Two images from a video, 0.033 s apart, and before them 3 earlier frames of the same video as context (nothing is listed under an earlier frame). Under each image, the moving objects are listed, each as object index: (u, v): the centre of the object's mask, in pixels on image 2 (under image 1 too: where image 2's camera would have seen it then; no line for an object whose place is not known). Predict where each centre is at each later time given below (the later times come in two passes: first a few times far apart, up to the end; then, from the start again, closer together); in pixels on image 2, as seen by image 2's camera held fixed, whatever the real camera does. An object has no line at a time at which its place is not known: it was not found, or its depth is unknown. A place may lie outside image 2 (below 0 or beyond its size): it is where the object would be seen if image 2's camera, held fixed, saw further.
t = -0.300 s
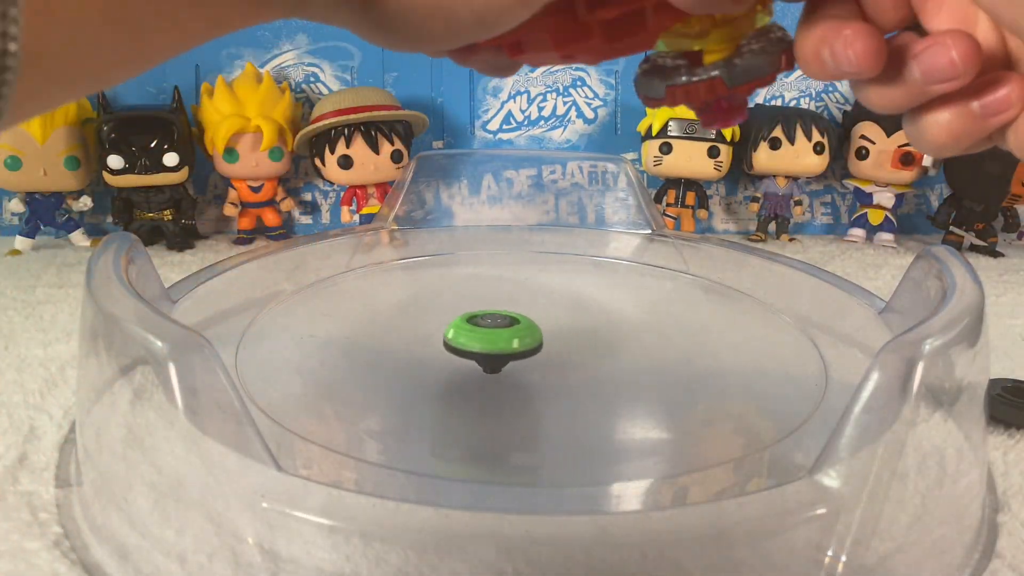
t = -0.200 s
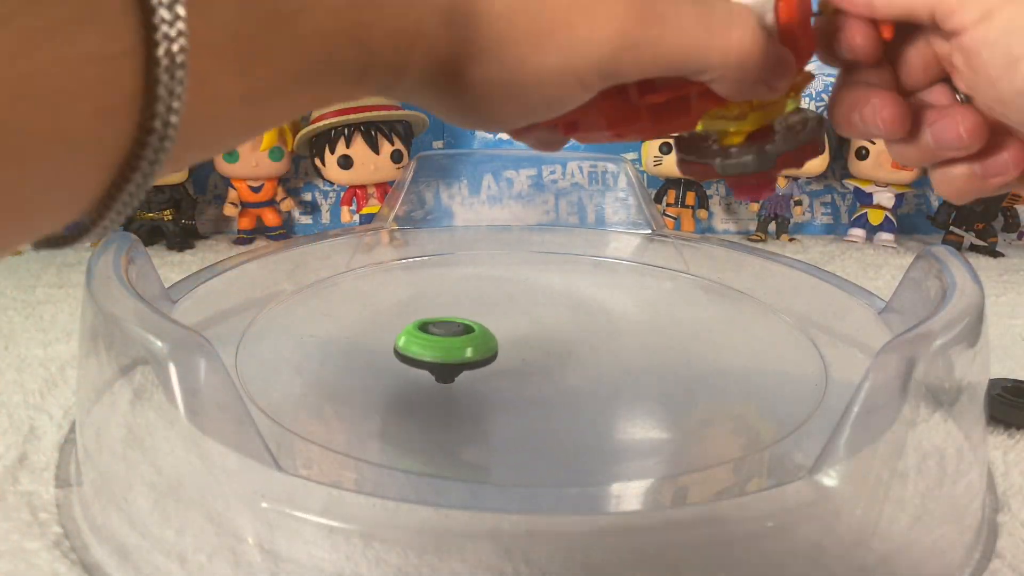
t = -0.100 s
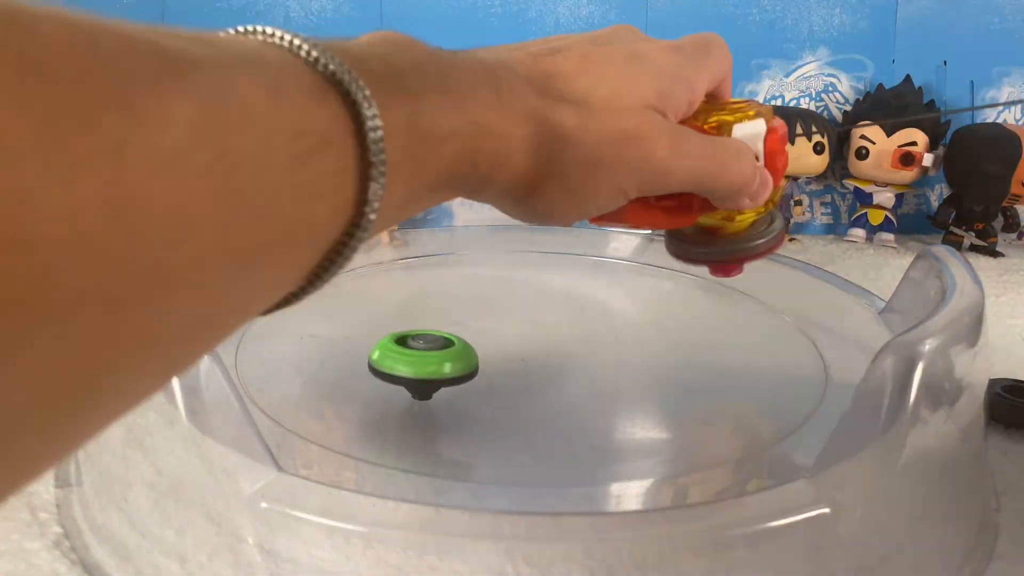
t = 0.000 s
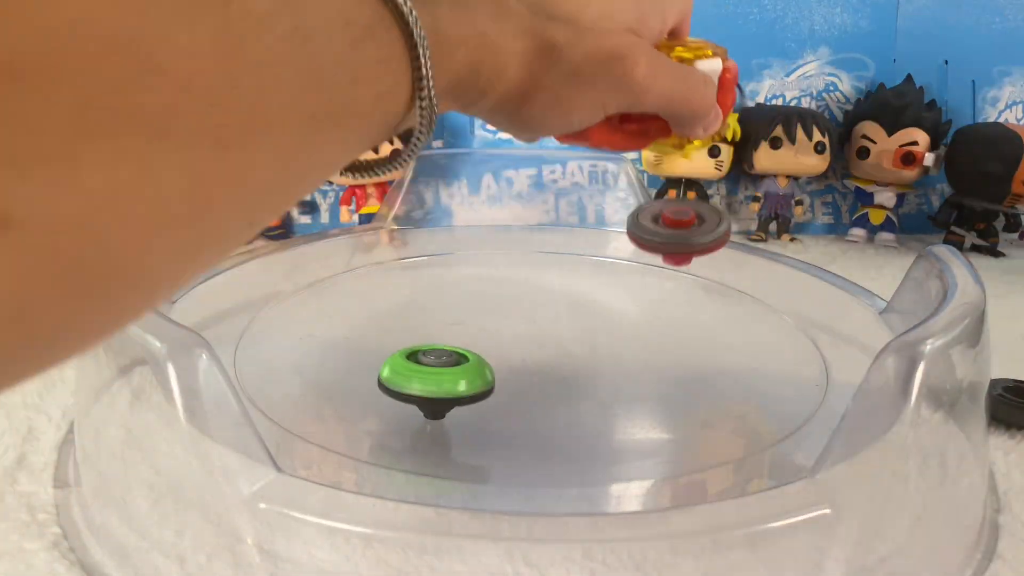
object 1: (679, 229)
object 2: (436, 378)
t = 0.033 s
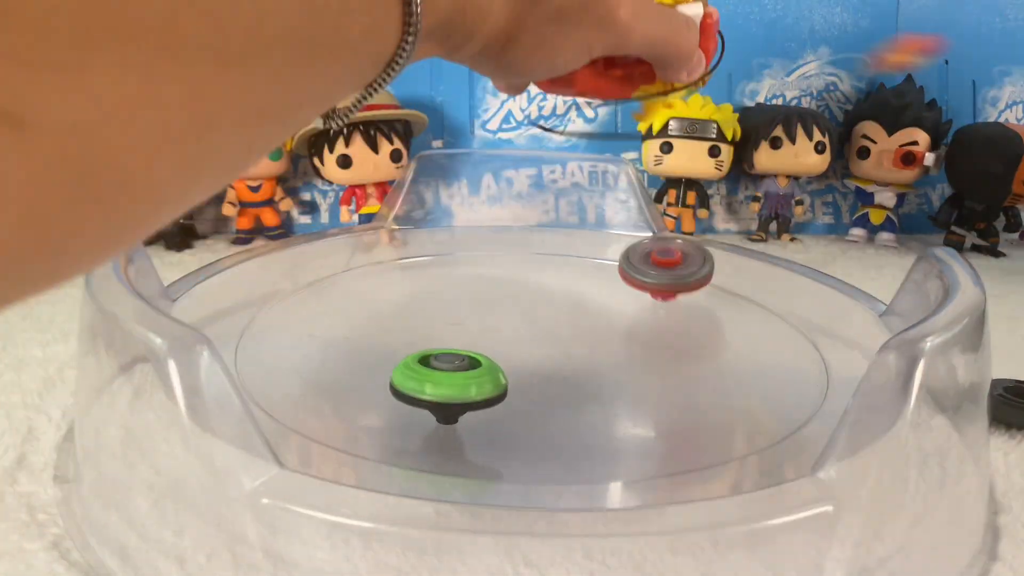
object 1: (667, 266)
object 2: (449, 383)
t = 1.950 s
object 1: (427, 352)
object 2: (586, 326)
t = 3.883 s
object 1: (627, 299)
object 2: (432, 365)
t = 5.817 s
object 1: (576, 362)
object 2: (533, 320)
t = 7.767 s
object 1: (459, 337)
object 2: (587, 352)
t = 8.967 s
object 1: (451, 322)
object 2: (565, 366)
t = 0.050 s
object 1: (658, 251)
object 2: (457, 379)
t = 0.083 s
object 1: (640, 234)
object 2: (476, 386)
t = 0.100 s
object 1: (632, 233)
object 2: (485, 386)
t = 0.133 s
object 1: (610, 234)
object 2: (504, 388)
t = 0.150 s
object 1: (598, 233)
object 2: (513, 388)
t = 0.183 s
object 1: (574, 233)
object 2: (529, 386)
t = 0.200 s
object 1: (564, 234)
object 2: (537, 384)
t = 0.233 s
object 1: (543, 237)
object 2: (552, 380)
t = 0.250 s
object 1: (535, 239)
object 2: (558, 378)
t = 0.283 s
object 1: (518, 245)
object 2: (566, 372)
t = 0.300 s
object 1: (510, 248)
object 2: (569, 369)
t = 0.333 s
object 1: (496, 257)
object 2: (572, 362)
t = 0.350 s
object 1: (490, 262)
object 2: (573, 358)
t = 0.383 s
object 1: (479, 273)
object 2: (570, 350)
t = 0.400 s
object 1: (474, 279)
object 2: (567, 346)
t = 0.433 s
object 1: (468, 291)
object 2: (559, 339)
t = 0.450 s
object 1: (465, 298)
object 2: (554, 335)
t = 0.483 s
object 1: (449, 305)
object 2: (559, 332)
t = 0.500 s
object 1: (438, 307)
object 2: (568, 334)
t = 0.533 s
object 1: (420, 311)
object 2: (580, 334)
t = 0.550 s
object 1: (413, 314)
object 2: (585, 335)
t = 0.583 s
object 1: (402, 321)
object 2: (590, 334)
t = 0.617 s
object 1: (397, 328)
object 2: (593, 333)
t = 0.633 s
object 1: (398, 332)
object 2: (591, 331)
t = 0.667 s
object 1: (401, 342)
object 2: (586, 329)
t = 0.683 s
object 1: (406, 346)
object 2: (582, 327)
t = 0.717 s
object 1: (418, 356)
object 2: (573, 323)
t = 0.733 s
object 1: (426, 361)
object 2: (567, 321)
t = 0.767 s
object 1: (446, 369)
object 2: (555, 316)
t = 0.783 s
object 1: (457, 374)
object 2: (548, 313)
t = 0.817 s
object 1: (482, 379)
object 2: (534, 309)
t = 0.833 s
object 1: (495, 383)
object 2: (527, 307)
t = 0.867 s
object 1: (523, 386)
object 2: (511, 304)
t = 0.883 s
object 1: (537, 386)
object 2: (502, 303)
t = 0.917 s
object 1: (565, 388)
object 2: (486, 303)
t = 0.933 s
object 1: (580, 387)
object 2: (477, 304)
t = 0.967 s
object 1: (607, 385)
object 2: (462, 306)
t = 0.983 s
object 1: (620, 383)
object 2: (455, 307)
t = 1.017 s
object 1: (645, 379)
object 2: (443, 312)
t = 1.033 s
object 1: (655, 377)
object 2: (437, 315)
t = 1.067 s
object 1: (673, 371)
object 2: (430, 322)
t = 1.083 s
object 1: (681, 368)
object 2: (428, 325)
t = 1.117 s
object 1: (693, 361)
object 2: (427, 334)
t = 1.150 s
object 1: (702, 353)
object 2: (431, 342)
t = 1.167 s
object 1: (705, 350)
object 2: (435, 347)
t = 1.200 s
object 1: (708, 342)
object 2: (447, 355)
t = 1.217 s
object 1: (709, 339)
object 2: (455, 359)
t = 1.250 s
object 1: (706, 332)
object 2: (475, 366)
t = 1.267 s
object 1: (704, 329)
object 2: (487, 369)
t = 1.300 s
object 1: (696, 323)
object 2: (513, 373)
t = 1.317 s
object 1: (690, 321)
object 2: (526, 374)
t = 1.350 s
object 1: (678, 316)
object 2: (554, 374)
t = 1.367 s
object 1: (670, 315)
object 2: (568, 373)
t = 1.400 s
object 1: (654, 312)
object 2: (593, 368)
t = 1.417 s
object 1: (646, 310)
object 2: (604, 365)
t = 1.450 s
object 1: (628, 305)
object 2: (623, 357)
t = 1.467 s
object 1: (619, 302)
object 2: (629, 358)
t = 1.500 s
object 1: (602, 295)
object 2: (639, 362)
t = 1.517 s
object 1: (593, 290)
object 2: (643, 363)
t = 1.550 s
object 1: (574, 283)
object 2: (649, 363)
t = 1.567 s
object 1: (565, 281)
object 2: (651, 362)
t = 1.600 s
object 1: (545, 279)
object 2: (654, 359)
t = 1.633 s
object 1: (526, 279)
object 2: (657, 354)
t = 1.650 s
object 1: (516, 281)
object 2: (658, 351)
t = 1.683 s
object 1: (498, 284)
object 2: (657, 345)
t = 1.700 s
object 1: (490, 286)
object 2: (656, 343)
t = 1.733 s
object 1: (473, 293)
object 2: (650, 339)
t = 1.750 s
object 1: (465, 297)
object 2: (647, 337)
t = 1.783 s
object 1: (452, 304)
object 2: (639, 334)
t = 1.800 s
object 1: (446, 309)
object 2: (634, 332)
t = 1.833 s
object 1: (436, 319)
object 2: (625, 330)
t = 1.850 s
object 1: (433, 323)
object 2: (619, 329)
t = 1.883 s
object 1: (428, 334)
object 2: (609, 328)
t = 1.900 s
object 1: (426, 338)
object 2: (603, 327)
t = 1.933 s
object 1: (426, 348)
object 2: (592, 326)
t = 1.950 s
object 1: (427, 352)
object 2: (586, 326)
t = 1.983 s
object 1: (433, 362)
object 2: (575, 326)
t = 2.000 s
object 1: (438, 366)
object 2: (570, 327)
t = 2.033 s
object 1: (449, 373)
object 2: (559, 328)
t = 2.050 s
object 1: (457, 377)
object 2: (554, 328)
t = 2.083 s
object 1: (473, 383)
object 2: (545, 330)
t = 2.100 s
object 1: (482, 386)
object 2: (541, 330)
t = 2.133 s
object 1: (503, 390)
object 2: (532, 330)
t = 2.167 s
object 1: (524, 393)
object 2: (522, 332)
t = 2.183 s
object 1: (534, 393)
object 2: (517, 333)
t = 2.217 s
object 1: (555, 394)
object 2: (509, 337)
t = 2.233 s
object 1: (566, 393)
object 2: (505, 340)
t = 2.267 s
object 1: (585, 390)
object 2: (500, 346)
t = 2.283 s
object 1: (593, 389)
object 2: (498, 348)
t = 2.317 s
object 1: (608, 385)
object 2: (495, 353)
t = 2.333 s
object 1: (615, 383)
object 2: (495, 355)
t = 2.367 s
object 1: (627, 377)
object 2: (496, 360)
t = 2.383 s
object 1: (632, 374)
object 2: (497, 362)
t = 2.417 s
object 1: (638, 368)
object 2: (502, 367)
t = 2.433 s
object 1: (640, 365)
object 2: (506, 369)
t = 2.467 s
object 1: (641, 359)
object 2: (514, 372)
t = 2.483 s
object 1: (640, 356)
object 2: (519, 374)
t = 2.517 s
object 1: (636, 350)
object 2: (529, 376)
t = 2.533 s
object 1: (633, 347)
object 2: (535, 376)
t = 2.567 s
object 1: (625, 341)
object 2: (546, 377)
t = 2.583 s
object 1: (619, 338)
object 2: (551, 377)
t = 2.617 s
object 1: (606, 331)
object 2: (561, 376)
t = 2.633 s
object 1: (599, 328)
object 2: (565, 376)
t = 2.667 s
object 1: (582, 324)
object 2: (573, 374)
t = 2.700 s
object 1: (564, 321)
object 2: (580, 372)
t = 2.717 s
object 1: (555, 320)
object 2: (583, 370)
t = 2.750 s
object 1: (537, 321)
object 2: (587, 367)
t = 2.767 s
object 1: (528, 322)
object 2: (589, 366)
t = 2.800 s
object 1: (511, 323)
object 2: (589, 362)
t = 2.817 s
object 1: (503, 324)
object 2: (588, 360)
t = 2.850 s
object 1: (485, 325)
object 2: (585, 356)
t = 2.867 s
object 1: (477, 326)
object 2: (583, 354)
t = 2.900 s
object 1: (461, 328)
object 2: (577, 350)
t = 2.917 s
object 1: (454, 330)
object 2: (573, 348)
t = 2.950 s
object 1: (441, 333)
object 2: (564, 344)
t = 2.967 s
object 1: (436, 335)
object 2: (558, 342)
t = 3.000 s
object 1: (426, 339)
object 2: (547, 340)
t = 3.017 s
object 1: (422, 342)
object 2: (541, 339)
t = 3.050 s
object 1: (416, 347)
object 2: (530, 337)
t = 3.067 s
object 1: (414, 350)
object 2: (524, 337)
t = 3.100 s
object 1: (413, 356)
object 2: (514, 336)
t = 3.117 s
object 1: (413, 359)
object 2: (509, 335)
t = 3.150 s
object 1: (417, 365)
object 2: (499, 335)
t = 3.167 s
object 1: (421, 368)
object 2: (495, 334)
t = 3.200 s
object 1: (430, 374)
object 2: (484, 332)
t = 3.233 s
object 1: (444, 379)
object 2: (474, 332)
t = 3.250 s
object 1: (452, 382)
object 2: (469, 333)
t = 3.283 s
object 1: (470, 385)
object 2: (458, 335)
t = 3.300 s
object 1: (479, 387)
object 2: (454, 337)
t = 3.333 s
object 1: (500, 389)
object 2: (449, 342)
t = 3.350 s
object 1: (511, 389)
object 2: (448, 345)
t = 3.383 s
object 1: (532, 388)
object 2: (449, 351)
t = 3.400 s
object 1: (541, 387)
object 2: (450, 353)
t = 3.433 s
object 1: (559, 384)
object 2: (454, 357)
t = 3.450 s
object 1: (567, 383)
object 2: (457, 359)
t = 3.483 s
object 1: (580, 378)
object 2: (464, 362)
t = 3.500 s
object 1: (585, 375)
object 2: (467, 363)
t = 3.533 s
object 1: (593, 369)
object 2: (476, 365)
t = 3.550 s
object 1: (595, 366)
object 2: (480, 366)
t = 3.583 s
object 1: (620, 358)
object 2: (465, 362)
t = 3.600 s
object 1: (636, 353)
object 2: (451, 362)
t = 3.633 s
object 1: (661, 343)
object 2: (429, 357)
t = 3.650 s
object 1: (671, 339)
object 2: (420, 355)
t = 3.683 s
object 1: (684, 329)
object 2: (408, 352)
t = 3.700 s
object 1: (688, 324)
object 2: (405, 351)
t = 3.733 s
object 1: (690, 317)
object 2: (402, 351)
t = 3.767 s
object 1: (684, 311)
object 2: (404, 352)
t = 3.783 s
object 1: (680, 309)
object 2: (406, 353)
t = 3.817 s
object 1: (665, 304)
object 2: (413, 357)
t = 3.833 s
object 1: (657, 303)
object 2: (417, 359)
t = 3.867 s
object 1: (637, 300)
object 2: (426, 363)
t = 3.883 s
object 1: (627, 299)
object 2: (432, 365)
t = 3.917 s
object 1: (606, 298)
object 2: (444, 368)
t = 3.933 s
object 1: (594, 297)
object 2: (450, 369)
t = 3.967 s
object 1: (572, 296)
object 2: (464, 370)
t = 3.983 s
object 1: (562, 296)
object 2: (472, 371)
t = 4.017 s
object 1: (541, 296)
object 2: (486, 371)
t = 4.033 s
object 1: (530, 296)
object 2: (493, 370)
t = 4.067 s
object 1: (511, 297)
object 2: (508, 368)
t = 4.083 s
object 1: (502, 297)
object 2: (515, 367)
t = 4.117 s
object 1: (485, 300)
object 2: (528, 363)
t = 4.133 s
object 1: (477, 301)
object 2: (533, 361)
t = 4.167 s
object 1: (463, 304)
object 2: (542, 356)
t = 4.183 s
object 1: (457, 306)
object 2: (545, 353)
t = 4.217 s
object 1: (447, 310)
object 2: (550, 347)
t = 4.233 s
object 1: (443, 313)
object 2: (551, 344)
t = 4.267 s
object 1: (437, 319)
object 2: (552, 338)
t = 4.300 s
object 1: (434, 325)
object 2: (550, 331)
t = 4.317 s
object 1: (433, 328)
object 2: (548, 328)
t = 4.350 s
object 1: (433, 334)
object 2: (543, 322)
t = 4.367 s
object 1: (434, 337)
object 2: (540, 320)
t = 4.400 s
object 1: (438, 343)
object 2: (533, 314)
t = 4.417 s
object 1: (441, 346)
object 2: (529, 312)
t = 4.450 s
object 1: (449, 352)
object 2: (521, 308)
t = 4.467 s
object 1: (454, 354)
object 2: (516, 306)
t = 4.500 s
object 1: (466, 359)
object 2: (507, 303)
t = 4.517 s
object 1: (472, 361)
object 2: (503, 302)
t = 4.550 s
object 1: (487, 364)
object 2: (494, 301)
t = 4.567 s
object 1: (495, 365)
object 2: (489, 300)
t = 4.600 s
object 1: (511, 366)
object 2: (481, 301)
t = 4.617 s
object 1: (519, 367)
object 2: (477, 301)
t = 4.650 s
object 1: (536, 366)
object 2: (470, 303)
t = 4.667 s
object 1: (544, 365)
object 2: (467, 304)
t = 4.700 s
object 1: (558, 362)
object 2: (462, 307)
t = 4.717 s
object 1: (564, 361)
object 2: (460, 308)
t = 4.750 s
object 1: (576, 357)
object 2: (457, 312)
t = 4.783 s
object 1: (585, 352)
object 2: (456, 316)
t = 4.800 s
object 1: (589, 349)
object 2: (456, 318)
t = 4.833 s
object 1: (594, 344)
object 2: (458, 323)
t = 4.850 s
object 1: (595, 341)
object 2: (459, 325)
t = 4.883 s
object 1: (596, 334)
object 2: (464, 330)
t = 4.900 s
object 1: (595, 331)
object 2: (467, 333)
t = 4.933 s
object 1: (592, 326)
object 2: (475, 338)
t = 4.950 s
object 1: (589, 323)
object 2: (480, 340)
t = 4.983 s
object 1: (583, 318)
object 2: (491, 344)
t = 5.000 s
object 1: (579, 315)
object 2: (497, 346)
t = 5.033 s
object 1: (571, 310)
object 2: (511, 349)
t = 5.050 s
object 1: (566, 306)
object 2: (516, 350)
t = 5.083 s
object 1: (556, 301)
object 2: (529, 353)
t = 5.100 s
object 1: (550, 299)
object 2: (536, 353)
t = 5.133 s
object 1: (539, 297)
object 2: (550, 354)
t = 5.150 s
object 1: (532, 297)
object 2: (557, 354)
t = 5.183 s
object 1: (520, 298)
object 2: (571, 353)
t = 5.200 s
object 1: (514, 298)
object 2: (578, 352)
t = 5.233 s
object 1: (501, 298)
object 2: (591, 349)
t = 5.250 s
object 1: (495, 299)
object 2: (596, 347)
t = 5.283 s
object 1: (483, 301)
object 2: (605, 344)
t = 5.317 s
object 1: (472, 304)
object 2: (612, 340)
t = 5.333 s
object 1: (467, 306)
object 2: (615, 338)
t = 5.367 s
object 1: (458, 311)
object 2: (618, 333)
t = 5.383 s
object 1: (455, 313)
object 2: (620, 331)
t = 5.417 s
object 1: (450, 319)
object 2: (620, 328)
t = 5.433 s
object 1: (448, 322)
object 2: (619, 326)
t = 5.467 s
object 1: (447, 328)
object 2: (617, 323)
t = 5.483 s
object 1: (447, 331)
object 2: (615, 321)
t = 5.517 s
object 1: (450, 338)
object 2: (610, 319)
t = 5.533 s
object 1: (454, 341)
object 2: (607, 318)
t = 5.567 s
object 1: (461, 347)
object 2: (601, 317)
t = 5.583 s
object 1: (466, 350)
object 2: (598, 316)
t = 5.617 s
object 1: (479, 355)
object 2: (590, 316)
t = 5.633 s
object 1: (485, 357)
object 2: (586, 316)
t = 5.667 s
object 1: (500, 361)
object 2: (578, 316)
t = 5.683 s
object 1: (509, 362)
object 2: (574, 316)
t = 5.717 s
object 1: (526, 364)
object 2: (566, 314)
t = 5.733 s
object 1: (534, 365)
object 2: (562, 314)
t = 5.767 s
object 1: (552, 364)
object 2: (551, 315)
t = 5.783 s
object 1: (560, 364)
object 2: (545, 316)
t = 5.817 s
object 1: (576, 362)
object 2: (533, 320)
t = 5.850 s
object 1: (595, 363)
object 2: (524, 323)
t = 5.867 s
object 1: (603, 362)
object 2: (520, 324)
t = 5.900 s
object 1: (617, 360)
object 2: (511, 325)
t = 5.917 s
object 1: (623, 359)
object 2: (506, 327)
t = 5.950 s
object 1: (633, 355)
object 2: (498, 331)
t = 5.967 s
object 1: (636, 353)
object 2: (495, 334)
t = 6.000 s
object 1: (643, 348)
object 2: (490, 338)
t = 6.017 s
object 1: (644, 345)
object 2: (488, 341)
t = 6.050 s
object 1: (645, 339)
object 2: (485, 347)
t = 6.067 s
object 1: (645, 336)
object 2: (486, 349)
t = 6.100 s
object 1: (642, 330)
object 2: (487, 354)
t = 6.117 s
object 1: (640, 328)
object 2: (488, 357)
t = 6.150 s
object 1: (634, 322)
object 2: (493, 362)
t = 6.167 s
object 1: (630, 319)
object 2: (496, 364)
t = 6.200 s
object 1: (621, 315)
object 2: (505, 368)
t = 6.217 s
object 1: (616, 312)
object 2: (510, 370)
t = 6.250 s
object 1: (604, 309)
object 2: (520, 373)
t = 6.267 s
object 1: (598, 308)
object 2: (526, 374)
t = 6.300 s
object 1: (584, 305)
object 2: (537, 376)
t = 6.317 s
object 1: (577, 305)
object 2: (543, 377)
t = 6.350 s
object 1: (563, 305)
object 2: (555, 377)
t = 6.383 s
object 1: (549, 305)
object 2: (566, 376)
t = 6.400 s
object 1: (542, 306)
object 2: (571, 376)
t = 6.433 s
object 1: (529, 308)
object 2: (581, 374)
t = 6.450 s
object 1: (523, 309)
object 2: (585, 373)
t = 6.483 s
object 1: (511, 312)
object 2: (593, 370)
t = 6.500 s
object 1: (506, 314)
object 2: (596, 368)
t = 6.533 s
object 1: (497, 319)
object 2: (600, 365)
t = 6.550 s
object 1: (492, 321)
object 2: (601, 363)
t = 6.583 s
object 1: (486, 326)
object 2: (602, 359)
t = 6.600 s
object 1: (483, 329)
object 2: (602, 357)
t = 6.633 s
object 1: (481, 335)
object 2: (599, 353)
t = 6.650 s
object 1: (480, 338)
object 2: (597, 351)
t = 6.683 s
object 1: (481, 344)
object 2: (592, 347)
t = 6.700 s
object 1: (483, 347)
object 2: (589, 345)
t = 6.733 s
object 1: (481, 352)
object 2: (588, 341)
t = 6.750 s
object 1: (480, 355)
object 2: (587, 339)
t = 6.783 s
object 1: (482, 360)
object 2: (581, 335)
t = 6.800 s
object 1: (484, 362)
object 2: (577, 333)
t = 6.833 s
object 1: (491, 366)
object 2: (568, 329)
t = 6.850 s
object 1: (497, 368)
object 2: (563, 327)
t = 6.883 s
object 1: (508, 372)
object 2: (551, 323)
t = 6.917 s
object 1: (522, 375)
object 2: (539, 321)
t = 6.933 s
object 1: (530, 375)
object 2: (532, 321)
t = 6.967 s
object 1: (546, 376)
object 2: (518, 321)
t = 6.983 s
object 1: (554, 376)
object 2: (512, 322)
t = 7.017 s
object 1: (570, 375)
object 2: (501, 325)
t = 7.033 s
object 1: (577, 375)
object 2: (496, 326)
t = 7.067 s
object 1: (591, 372)
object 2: (485, 328)
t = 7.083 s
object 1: (597, 371)
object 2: (481, 329)
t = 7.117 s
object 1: (609, 367)
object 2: (473, 332)
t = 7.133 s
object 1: (614, 365)
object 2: (470, 333)
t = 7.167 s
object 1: (621, 360)
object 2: (464, 337)
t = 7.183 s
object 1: (624, 357)
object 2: (462, 339)
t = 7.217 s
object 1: (627, 352)
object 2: (459, 343)
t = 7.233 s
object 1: (627, 349)
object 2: (459, 345)
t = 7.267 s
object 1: (625, 344)
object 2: (460, 349)
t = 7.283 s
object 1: (622, 342)
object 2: (461, 351)
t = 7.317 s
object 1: (616, 337)
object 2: (465, 355)
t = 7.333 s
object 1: (612, 335)
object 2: (467, 357)
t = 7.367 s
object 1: (602, 331)
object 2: (474, 361)
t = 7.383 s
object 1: (596, 329)
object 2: (478, 362)
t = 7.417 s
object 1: (584, 326)
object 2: (487, 365)
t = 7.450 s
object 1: (570, 324)
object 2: (497, 367)
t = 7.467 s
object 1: (564, 323)
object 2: (503, 368)
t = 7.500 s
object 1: (551, 318)
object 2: (515, 369)
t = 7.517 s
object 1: (544, 318)
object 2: (521, 369)
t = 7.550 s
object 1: (528, 317)
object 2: (532, 369)
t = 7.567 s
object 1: (521, 318)
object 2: (538, 368)
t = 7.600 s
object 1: (506, 320)
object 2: (549, 367)
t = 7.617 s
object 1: (499, 322)
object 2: (555, 367)
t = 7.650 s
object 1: (489, 325)
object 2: (566, 365)
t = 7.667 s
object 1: (483, 326)
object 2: (570, 363)
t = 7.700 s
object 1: (473, 329)
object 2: (577, 360)
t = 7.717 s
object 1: (469, 331)
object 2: (581, 358)
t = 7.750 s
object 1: (461, 335)
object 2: (585, 354)
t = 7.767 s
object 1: (459, 337)
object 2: (587, 352)
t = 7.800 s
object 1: (454, 342)
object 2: (588, 347)
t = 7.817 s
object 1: (453, 344)
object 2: (588, 345)
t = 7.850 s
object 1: (452, 350)
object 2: (586, 340)
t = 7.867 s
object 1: (453, 352)
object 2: (585, 338)
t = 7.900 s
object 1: (456, 357)
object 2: (580, 334)
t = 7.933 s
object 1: (462, 362)
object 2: (574, 330)
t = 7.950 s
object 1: (467, 365)
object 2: (570, 329)
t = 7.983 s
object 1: (476, 369)
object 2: (562, 326)
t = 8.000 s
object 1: (482, 371)
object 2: (558, 325)
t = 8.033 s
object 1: (495, 373)
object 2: (550, 322)
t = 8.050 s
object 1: (502, 375)
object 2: (546, 321)
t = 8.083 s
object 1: (517, 376)
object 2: (536, 319)
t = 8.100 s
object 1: (525, 376)
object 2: (532, 319)
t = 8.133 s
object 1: (541, 376)
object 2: (522, 319)
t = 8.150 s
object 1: (547, 375)
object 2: (517, 319)
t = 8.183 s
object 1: (561, 373)
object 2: (507, 320)
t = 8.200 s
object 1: (567, 371)
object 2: (503, 322)
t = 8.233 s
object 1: (577, 368)
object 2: (495, 324)
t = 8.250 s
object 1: (582, 365)
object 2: (492, 325)
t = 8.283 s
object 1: (588, 360)
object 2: (486, 328)
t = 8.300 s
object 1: (590, 357)
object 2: (483, 329)
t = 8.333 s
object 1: (591, 352)
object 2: (479, 332)
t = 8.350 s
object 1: (591, 349)
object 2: (477, 334)
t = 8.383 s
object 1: (588, 344)
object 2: (475, 338)
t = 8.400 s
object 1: (586, 342)
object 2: (475, 340)
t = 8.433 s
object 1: (579, 336)
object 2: (476, 344)
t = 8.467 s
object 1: (586, 330)
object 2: (458, 346)
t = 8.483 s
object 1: (590, 327)
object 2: (450, 348)
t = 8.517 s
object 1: (592, 322)
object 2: (438, 352)
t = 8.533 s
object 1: (591, 320)
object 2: (434, 354)
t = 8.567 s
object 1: (586, 316)
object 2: (433, 358)
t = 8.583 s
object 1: (583, 315)
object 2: (434, 361)
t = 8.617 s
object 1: (574, 312)
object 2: (442, 367)
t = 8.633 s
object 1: (568, 310)
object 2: (447, 369)
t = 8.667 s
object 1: (556, 308)
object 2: (461, 373)
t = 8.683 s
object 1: (549, 307)
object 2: (469, 376)
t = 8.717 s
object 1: (536, 306)
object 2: (485, 379)
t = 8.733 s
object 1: (528, 306)
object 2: (492, 379)
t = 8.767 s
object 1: (515, 306)
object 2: (507, 380)
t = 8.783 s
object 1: (508, 306)
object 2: (514, 380)
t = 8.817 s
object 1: (495, 307)
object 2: (527, 379)
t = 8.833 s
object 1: (488, 308)
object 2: (534, 378)
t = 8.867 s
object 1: (477, 310)
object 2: (544, 376)
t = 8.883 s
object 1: (471, 312)
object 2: (549, 374)
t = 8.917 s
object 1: (462, 315)
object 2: (557, 371)
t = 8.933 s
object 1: (458, 317)
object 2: (560, 369)
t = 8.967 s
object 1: (451, 322)
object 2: (565, 366)
